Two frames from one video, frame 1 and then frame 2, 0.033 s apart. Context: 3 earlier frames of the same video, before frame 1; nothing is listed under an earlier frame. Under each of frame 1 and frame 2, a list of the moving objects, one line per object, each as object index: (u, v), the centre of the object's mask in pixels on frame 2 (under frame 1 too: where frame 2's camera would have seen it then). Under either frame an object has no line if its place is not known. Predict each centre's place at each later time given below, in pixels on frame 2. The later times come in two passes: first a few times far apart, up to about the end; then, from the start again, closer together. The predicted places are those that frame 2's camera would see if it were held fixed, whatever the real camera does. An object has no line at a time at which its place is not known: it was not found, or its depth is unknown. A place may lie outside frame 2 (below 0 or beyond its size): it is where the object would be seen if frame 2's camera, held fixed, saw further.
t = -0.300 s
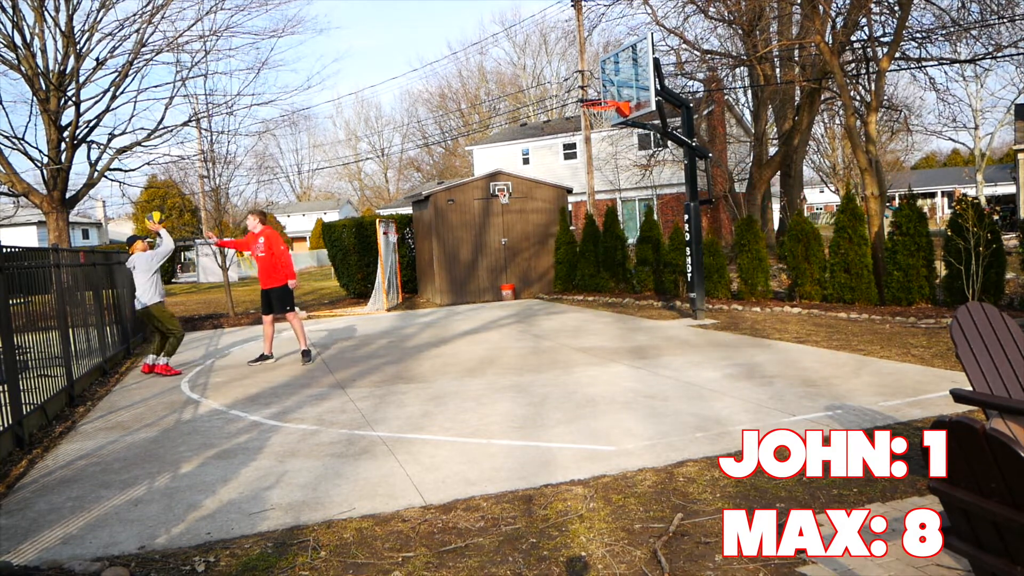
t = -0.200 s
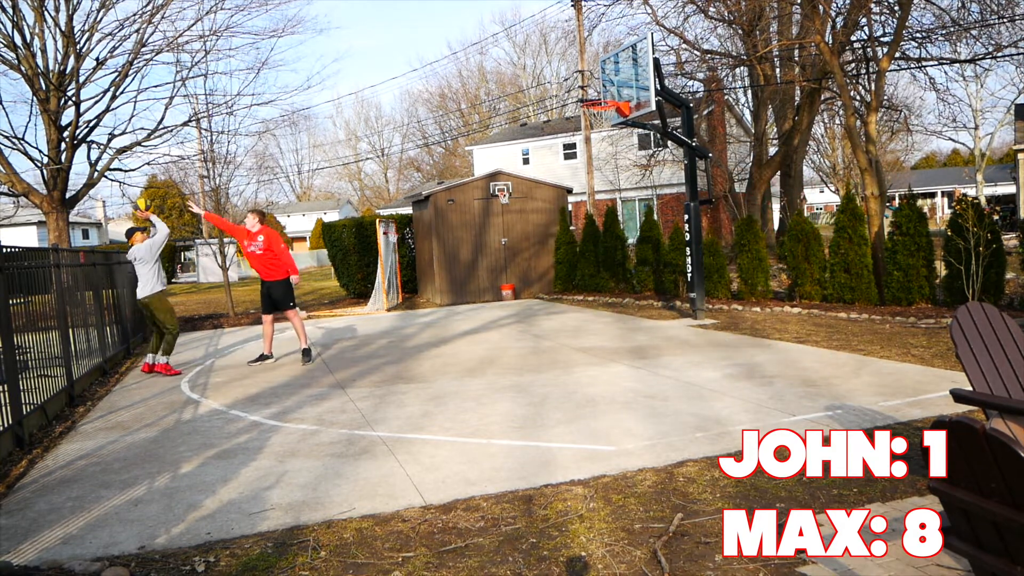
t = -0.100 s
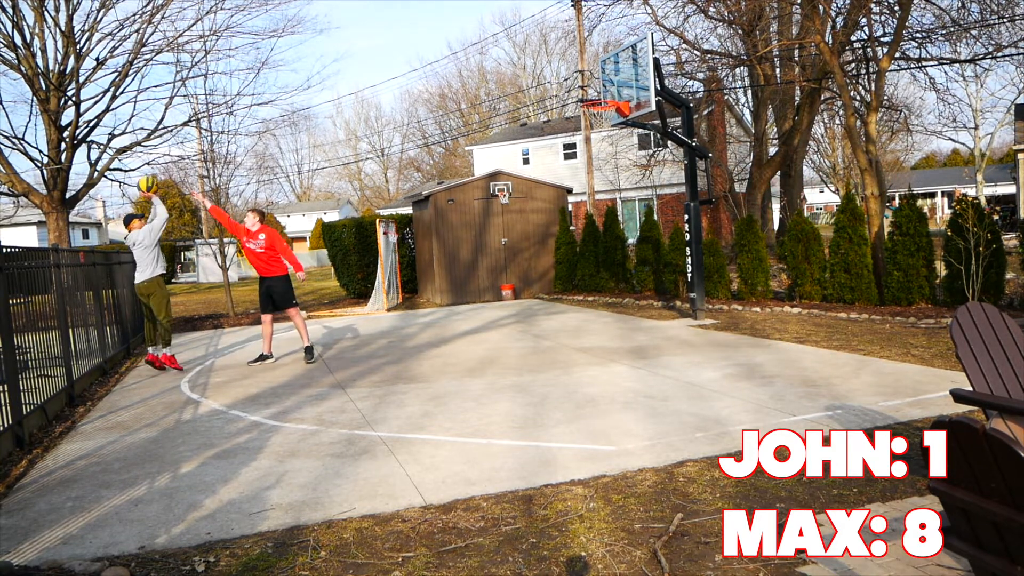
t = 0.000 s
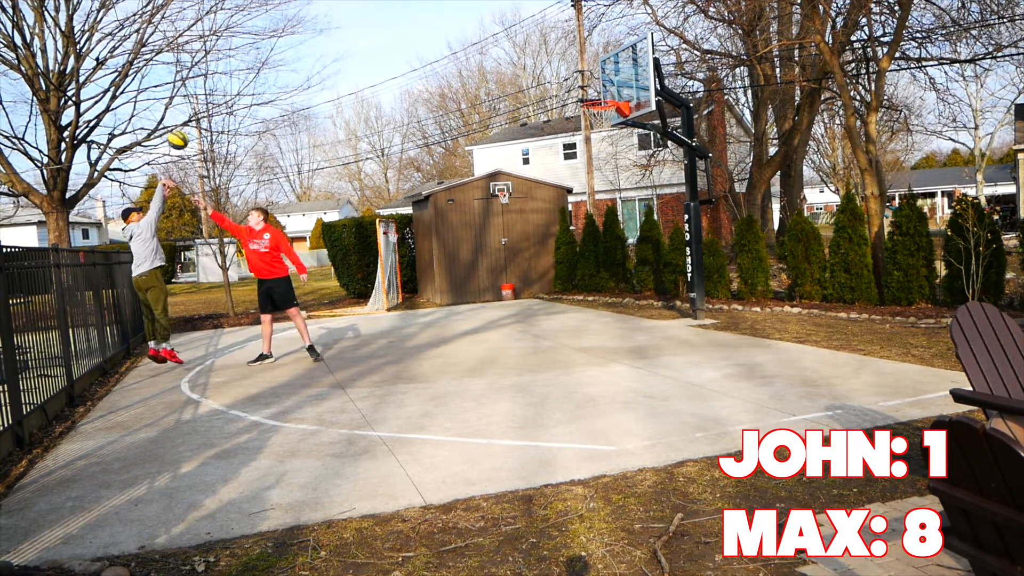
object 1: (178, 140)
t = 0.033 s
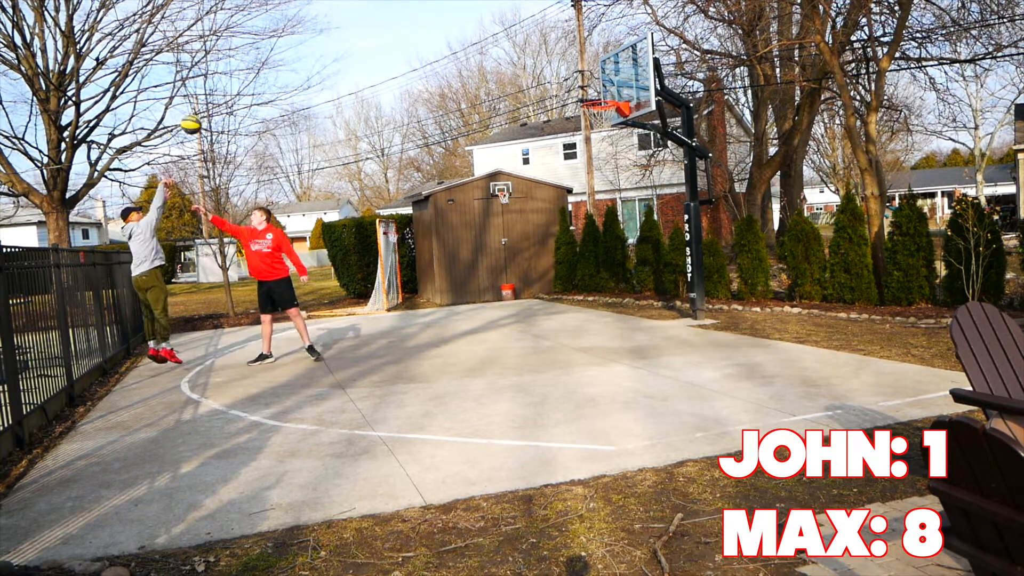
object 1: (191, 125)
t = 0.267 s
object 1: (284, 43)
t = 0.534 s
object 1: (390, 8)
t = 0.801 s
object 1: (493, 29)
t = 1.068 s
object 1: (592, 97)
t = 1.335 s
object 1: (590, 119)
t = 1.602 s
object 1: (601, 133)
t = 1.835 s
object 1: (618, 185)
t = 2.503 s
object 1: (656, 218)
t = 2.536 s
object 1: (658, 212)
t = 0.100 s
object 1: (217, 96)
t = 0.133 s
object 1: (231, 84)
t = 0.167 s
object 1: (245, 72)
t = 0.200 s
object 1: (257, 61)
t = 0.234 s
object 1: (271, 52)
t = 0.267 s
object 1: (284, 43)
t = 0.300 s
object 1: (298, 35)
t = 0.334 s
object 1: (311, 29)
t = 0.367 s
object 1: (324, 23)
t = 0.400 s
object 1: (337, 18)
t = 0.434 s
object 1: (350, 14)
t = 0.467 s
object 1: (363, 11)
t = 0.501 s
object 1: (377, 9)
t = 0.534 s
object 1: (390, 8)
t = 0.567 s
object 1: (403, 8)
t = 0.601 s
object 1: (416, 8)
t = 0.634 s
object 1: (429, 9)
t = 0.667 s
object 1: (442, 11)
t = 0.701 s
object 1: (455, 14)
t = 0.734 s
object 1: (468, 18)
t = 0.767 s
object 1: (480, 23)
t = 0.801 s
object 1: (493, 29)
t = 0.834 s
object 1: (506, 35)
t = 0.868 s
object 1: (519, 43)
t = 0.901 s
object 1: (531, 51)
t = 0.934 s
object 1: (544, 60)
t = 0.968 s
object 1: (556, 69)
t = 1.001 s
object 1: (569, 80)
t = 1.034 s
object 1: (581, 91)
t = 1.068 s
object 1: (592, 97)
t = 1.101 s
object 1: (601, 102)
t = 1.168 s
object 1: (603, 111)
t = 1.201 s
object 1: (597, 116)
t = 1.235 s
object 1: (593, 121)
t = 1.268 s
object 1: (590, 122)
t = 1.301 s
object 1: (590, 120)
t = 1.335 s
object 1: (590, 119)
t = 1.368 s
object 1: (591, 120)
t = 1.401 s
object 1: (592, 120)
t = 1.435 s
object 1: (594, 121)
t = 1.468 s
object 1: (594, 121)
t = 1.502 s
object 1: (596, 125)
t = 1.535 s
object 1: (598, 126)
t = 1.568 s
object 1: (599, 130)
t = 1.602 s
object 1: (601, 133)
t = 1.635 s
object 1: (604, 138)
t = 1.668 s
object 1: (606, 144)
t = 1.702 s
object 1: (608, 150)
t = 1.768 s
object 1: (613, 166)
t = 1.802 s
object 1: (615, 175)
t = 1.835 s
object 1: (618, 185)
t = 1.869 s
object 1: (620, 195)
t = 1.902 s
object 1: (622, 206)
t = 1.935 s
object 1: (625, 218)
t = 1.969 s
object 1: (627, 231)
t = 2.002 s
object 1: (630, 244)
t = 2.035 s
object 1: (633, 259)
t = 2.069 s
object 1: (635, 274)
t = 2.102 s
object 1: (638, 290)
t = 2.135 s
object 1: (641, 307)
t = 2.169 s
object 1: (643, 321)
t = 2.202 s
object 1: (645, 307)
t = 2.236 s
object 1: (646, 294)
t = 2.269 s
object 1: (647, 282)
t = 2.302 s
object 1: (648, 270)
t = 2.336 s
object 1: (649, 259)
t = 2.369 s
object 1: (651, 249)
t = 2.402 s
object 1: (652, 240)
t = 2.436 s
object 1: (654, 232)
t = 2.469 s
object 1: (655, 224)
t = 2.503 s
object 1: (656, 218)
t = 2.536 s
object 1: (658, 212)
